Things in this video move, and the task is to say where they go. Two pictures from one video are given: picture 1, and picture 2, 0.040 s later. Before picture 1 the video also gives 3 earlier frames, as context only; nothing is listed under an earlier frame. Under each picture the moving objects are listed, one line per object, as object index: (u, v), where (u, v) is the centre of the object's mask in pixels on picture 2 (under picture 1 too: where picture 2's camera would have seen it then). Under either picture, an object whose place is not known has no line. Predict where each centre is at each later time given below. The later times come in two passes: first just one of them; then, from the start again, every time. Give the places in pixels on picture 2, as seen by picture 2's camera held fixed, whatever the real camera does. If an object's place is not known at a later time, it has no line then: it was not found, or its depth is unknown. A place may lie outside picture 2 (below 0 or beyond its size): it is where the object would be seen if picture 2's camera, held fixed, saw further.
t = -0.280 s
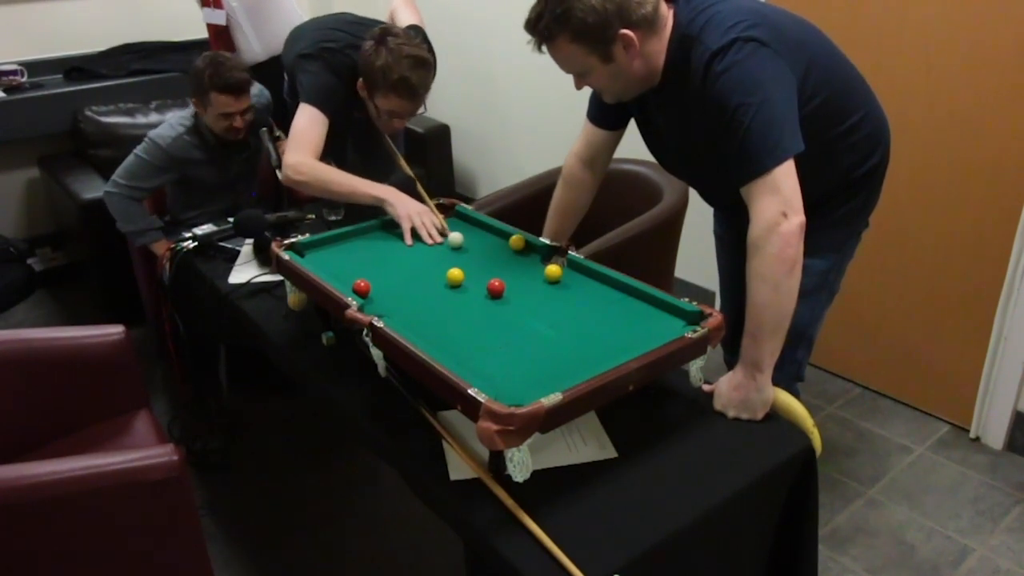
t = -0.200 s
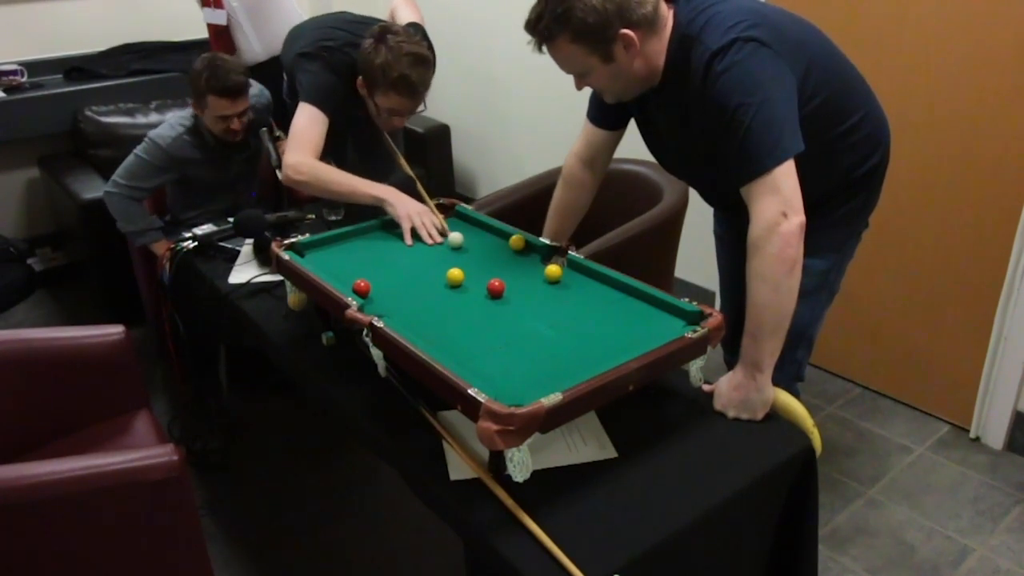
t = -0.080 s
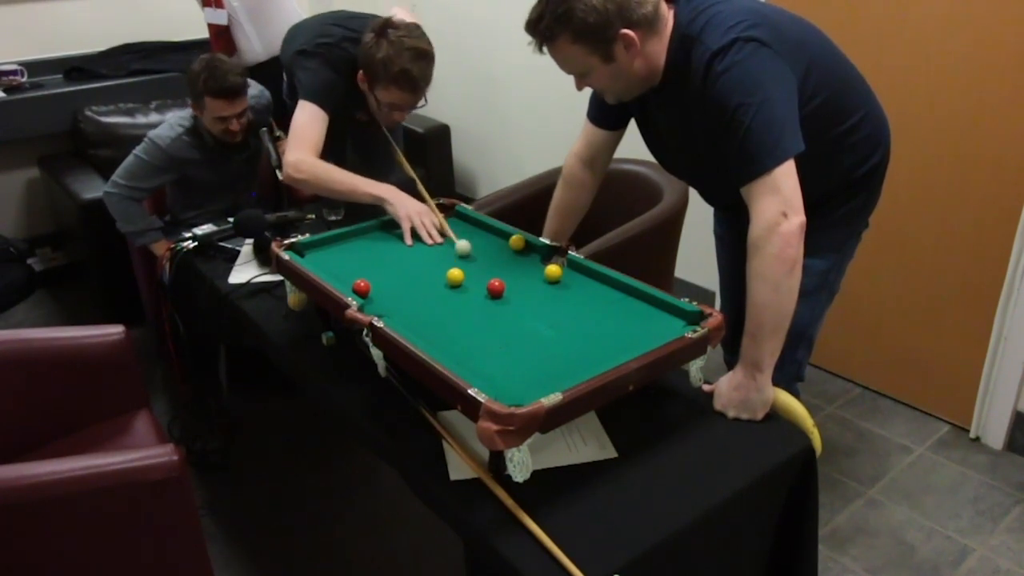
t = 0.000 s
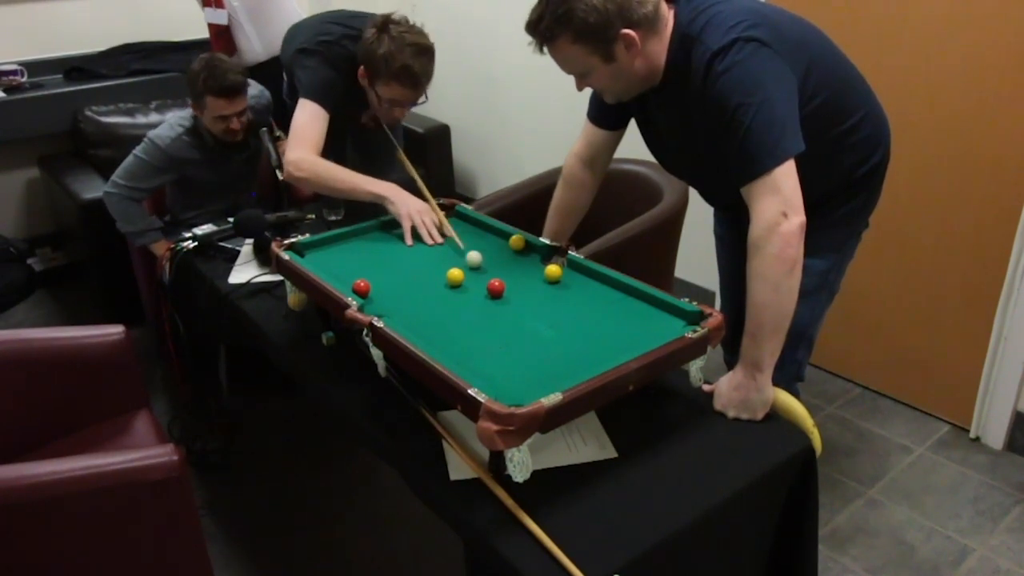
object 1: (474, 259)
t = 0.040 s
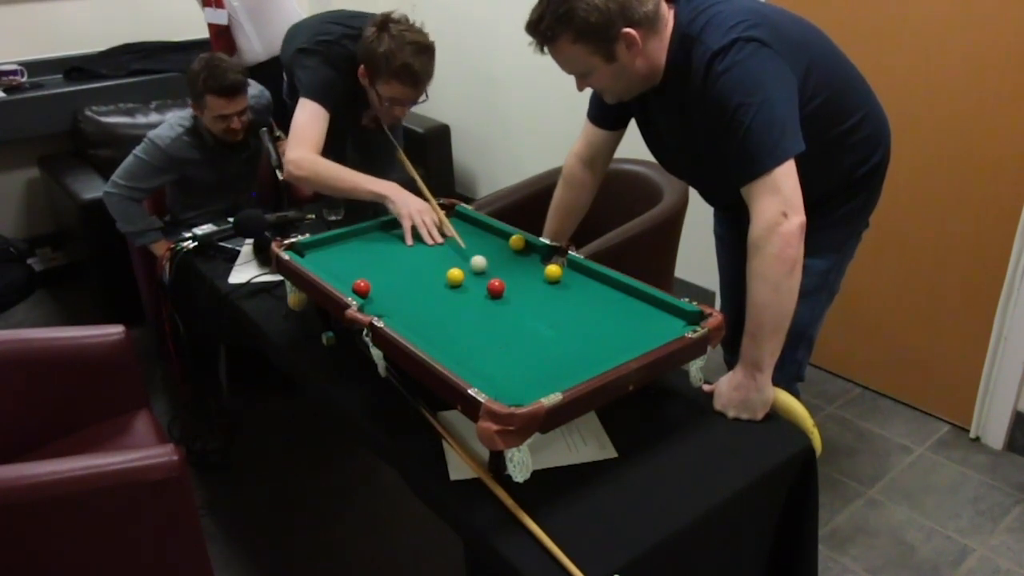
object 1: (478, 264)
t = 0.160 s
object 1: (492, 275)
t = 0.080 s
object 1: (483, 268)
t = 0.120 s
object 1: (487, 272)
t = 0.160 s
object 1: (492, 275)
